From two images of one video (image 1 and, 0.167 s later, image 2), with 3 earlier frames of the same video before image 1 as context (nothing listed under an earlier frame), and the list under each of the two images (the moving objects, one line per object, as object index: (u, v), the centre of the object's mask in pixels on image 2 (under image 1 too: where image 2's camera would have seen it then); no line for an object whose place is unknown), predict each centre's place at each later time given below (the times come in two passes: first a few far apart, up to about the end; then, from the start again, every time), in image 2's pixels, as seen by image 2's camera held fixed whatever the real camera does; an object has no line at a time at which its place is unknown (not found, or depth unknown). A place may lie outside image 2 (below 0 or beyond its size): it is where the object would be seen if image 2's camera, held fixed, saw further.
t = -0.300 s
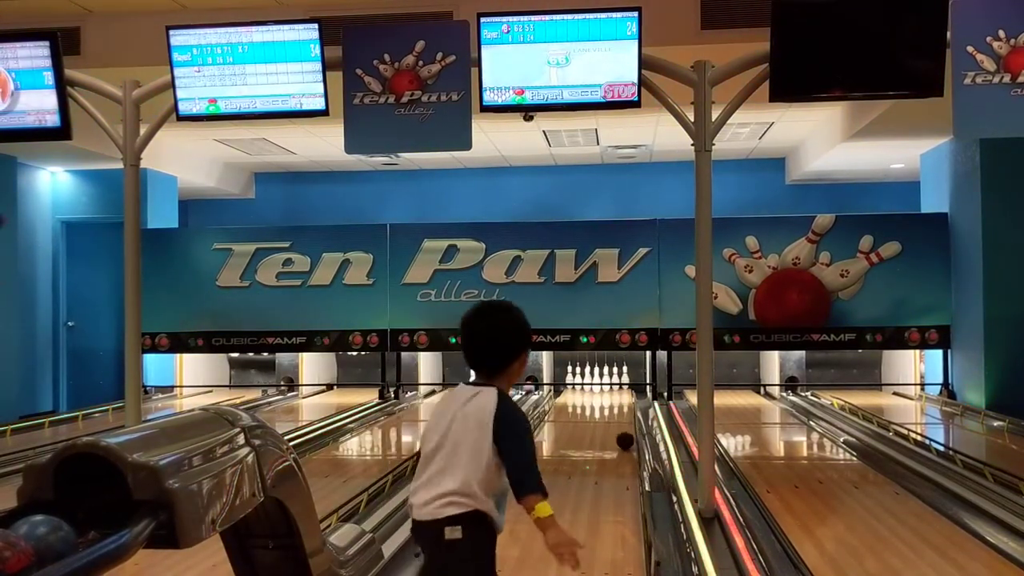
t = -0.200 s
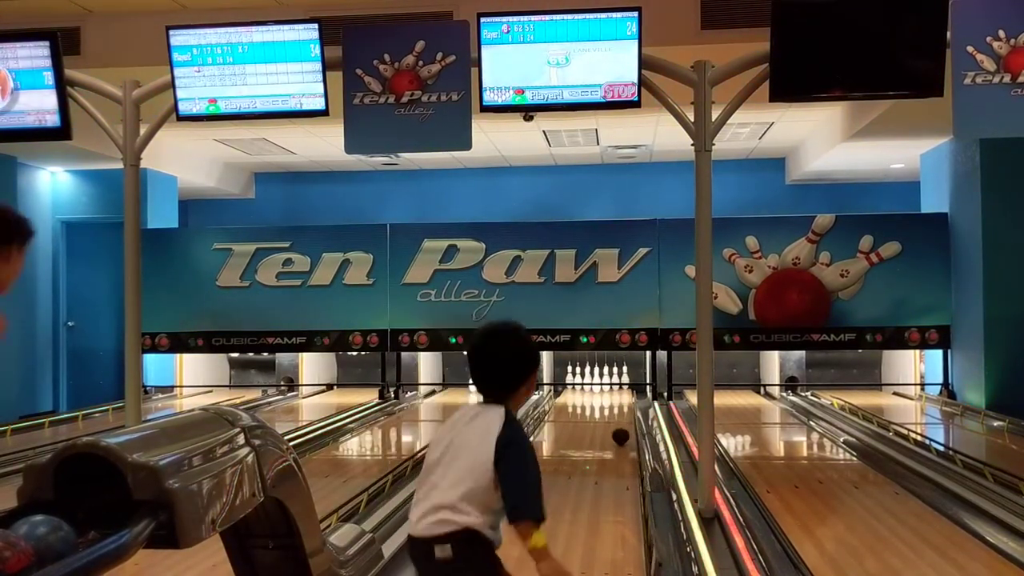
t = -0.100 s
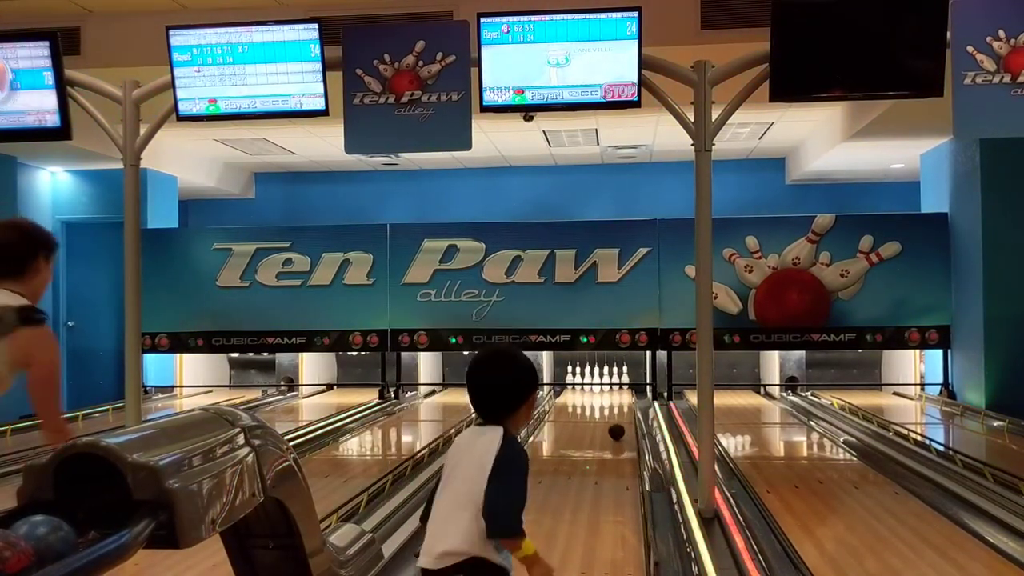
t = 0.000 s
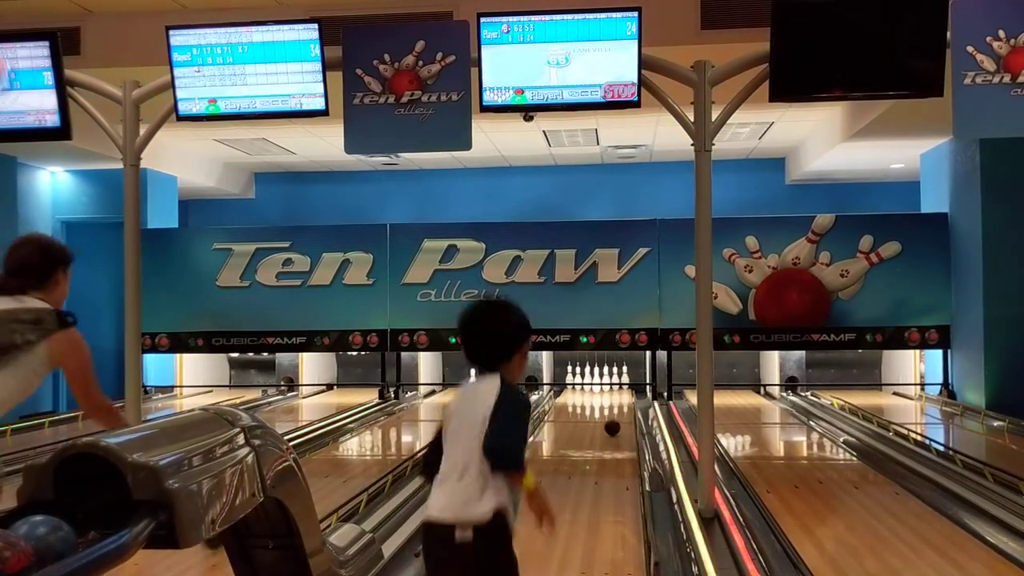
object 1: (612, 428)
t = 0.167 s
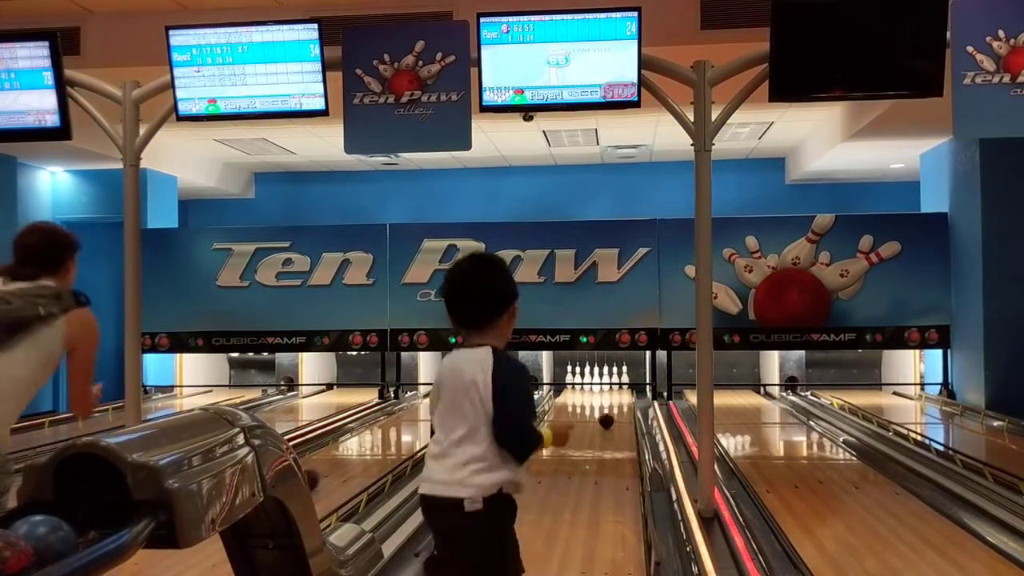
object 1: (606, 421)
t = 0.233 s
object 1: (603, 419)
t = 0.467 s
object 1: (597, 412)
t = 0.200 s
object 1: (605, 420)
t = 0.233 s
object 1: (603, 419)
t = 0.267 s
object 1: (603, 418)
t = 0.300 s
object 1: (602, 417)
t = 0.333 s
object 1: (600, 415)
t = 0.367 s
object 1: (599, 414)
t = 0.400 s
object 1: (598, 413)
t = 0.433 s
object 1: (598, 412)
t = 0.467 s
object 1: (597, 412)
